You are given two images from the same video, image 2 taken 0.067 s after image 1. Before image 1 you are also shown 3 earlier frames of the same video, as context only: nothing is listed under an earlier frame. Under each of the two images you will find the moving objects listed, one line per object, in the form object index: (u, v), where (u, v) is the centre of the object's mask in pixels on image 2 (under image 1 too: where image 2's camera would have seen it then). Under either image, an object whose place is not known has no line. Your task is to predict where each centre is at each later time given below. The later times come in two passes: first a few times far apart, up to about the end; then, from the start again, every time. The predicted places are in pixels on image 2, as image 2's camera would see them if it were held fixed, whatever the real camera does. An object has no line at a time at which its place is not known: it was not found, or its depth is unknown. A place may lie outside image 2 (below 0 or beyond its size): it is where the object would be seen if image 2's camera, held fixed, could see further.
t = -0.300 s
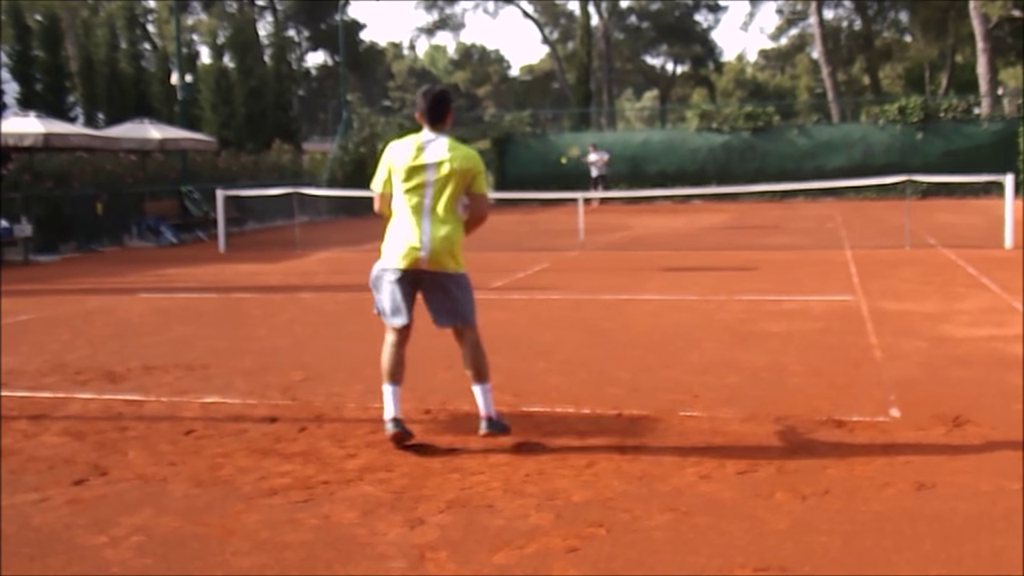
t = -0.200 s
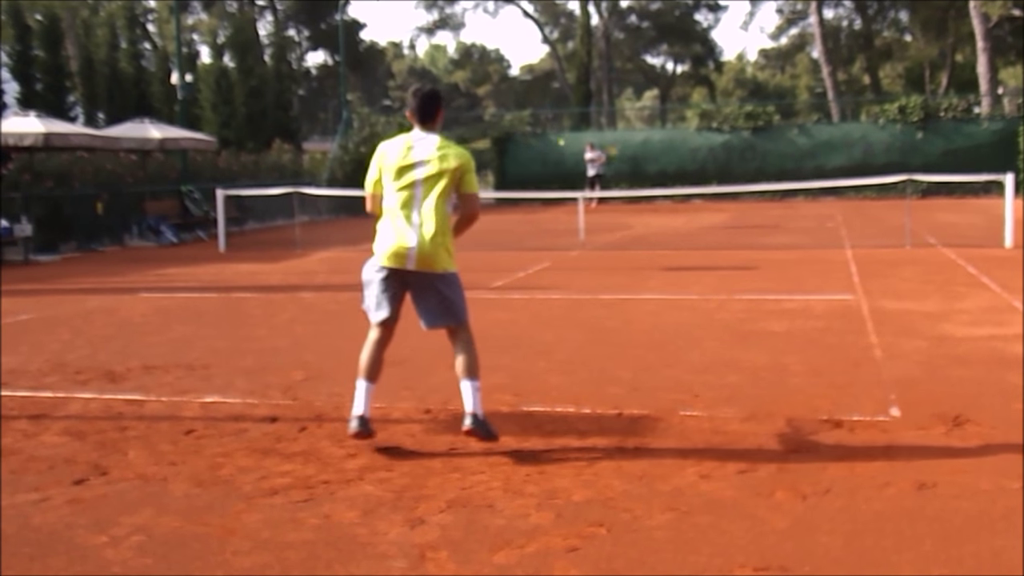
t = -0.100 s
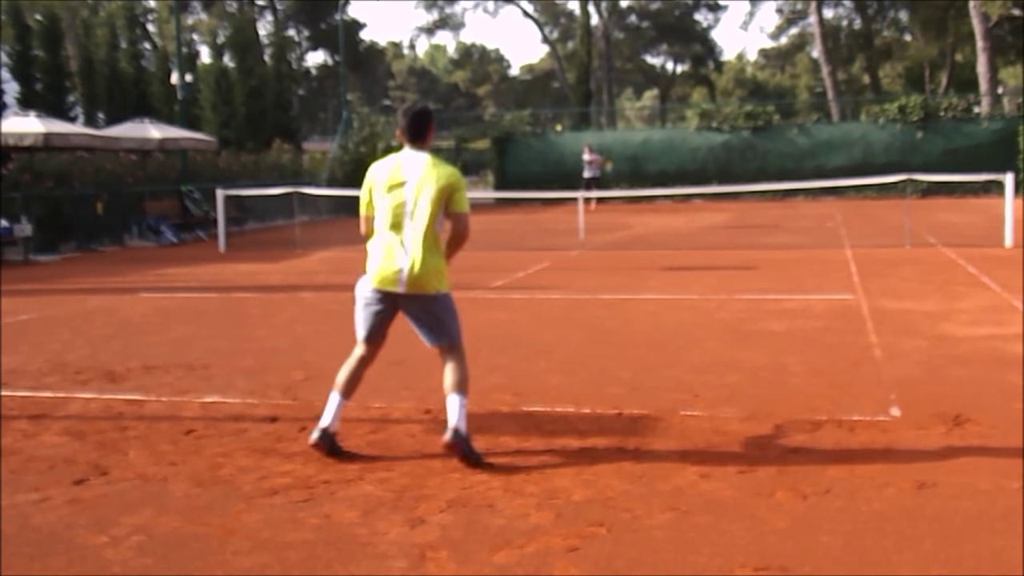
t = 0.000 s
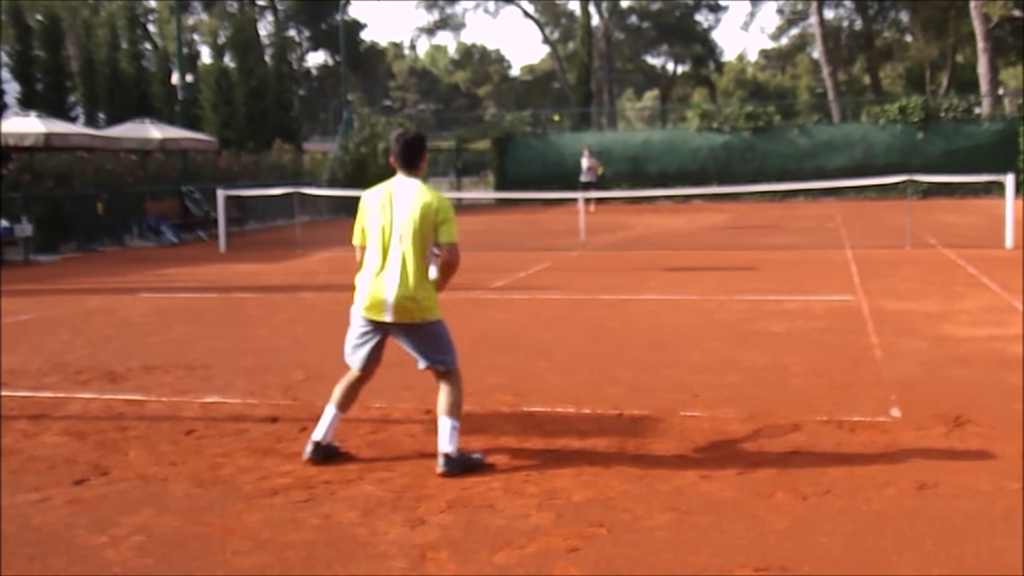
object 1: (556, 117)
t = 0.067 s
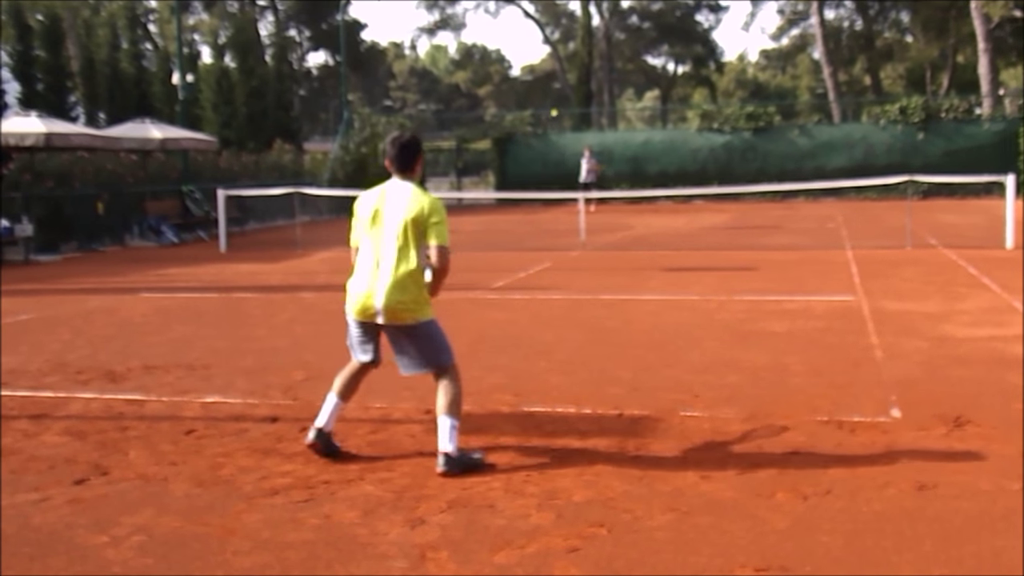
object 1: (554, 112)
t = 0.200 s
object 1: (548, 110)
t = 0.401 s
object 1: (535, 142)
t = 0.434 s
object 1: (533, 152)
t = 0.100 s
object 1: (552, 111)
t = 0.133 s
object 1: (551, 110)
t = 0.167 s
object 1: (550, 110)
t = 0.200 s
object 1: (548, 110)
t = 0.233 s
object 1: (547, 112)
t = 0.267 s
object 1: (543, 117)
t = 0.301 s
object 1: (541, 122)
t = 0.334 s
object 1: (539, 127)
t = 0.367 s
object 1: (538, 134)
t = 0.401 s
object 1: (535, 142)
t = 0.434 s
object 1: (533, 152)
